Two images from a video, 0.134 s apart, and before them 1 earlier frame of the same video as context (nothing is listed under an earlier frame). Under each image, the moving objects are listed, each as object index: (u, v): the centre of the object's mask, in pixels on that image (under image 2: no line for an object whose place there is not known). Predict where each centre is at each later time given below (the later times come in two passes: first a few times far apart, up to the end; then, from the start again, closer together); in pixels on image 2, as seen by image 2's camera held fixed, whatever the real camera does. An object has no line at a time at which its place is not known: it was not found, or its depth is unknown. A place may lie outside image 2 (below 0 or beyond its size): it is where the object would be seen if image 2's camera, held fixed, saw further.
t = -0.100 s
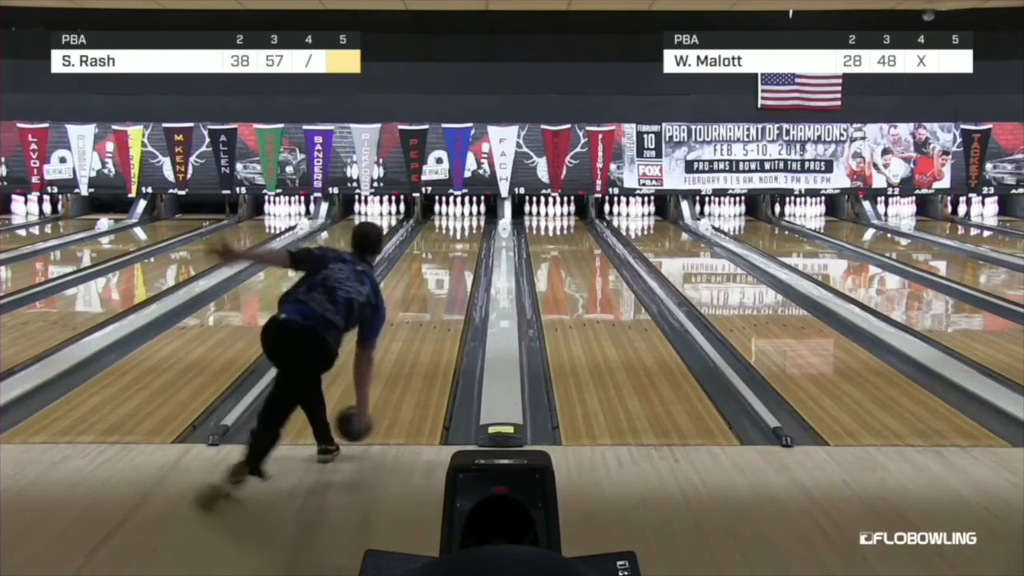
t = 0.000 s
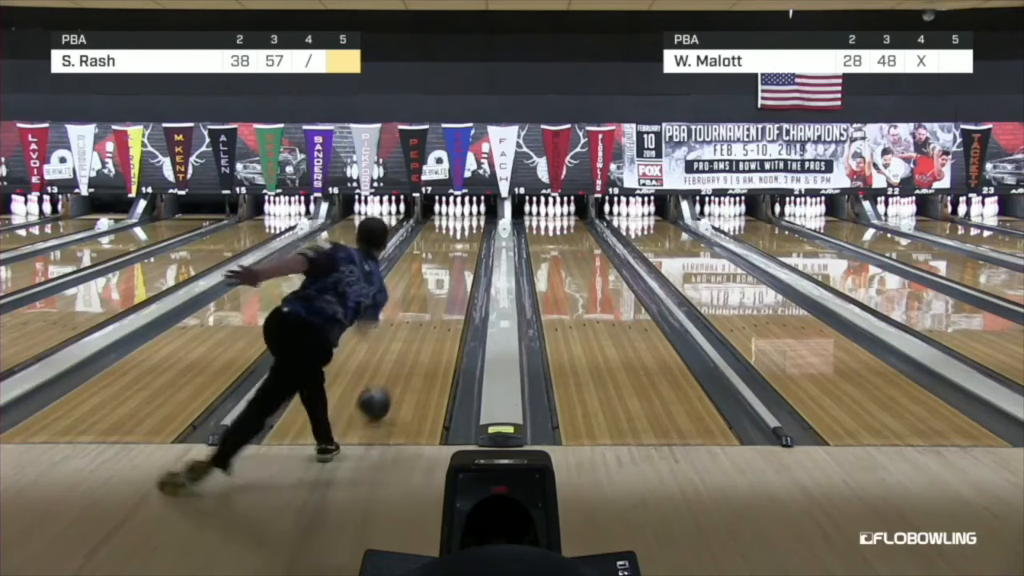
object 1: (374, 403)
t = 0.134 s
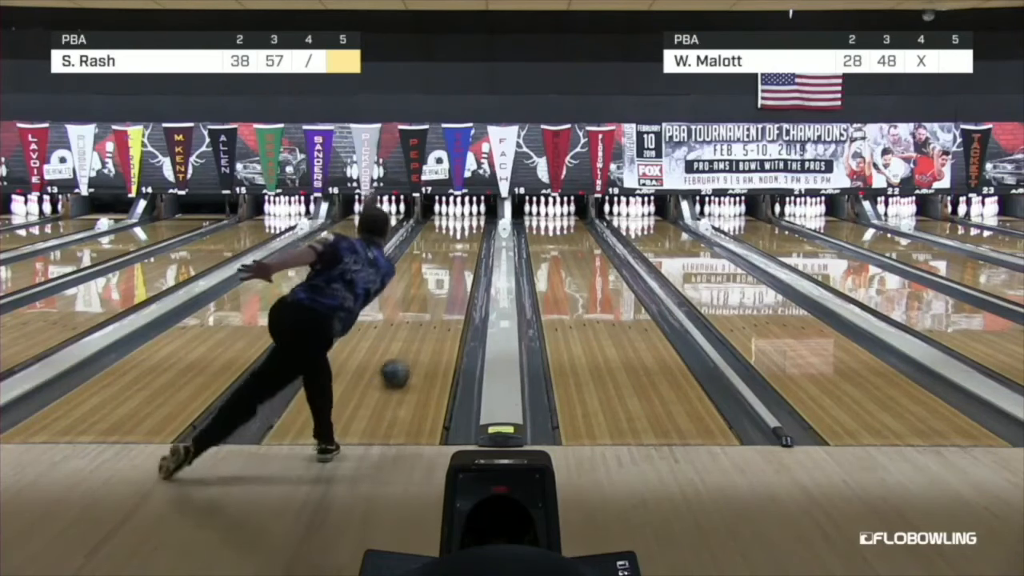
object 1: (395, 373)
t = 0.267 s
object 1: (411, 347)
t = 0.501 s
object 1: (432, 313)
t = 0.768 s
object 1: (449, 284)
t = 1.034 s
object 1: (460, 263)
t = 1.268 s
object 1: (468, 249)
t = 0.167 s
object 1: (399, 366)
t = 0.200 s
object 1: (403, 360)
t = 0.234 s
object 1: (407, 353)
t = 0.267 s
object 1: (411, 347)
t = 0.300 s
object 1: (414, 341)
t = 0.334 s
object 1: (418, 335)
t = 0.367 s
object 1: (421, 331)
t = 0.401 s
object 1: (423, 326)
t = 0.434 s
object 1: (427, 321)
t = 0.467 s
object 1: (429, 317)
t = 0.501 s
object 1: (432, 313)
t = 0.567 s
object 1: (438, 304)
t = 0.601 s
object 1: (439, 301)
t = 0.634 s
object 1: (441, 297)
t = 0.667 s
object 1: (443, 294)
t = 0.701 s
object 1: (445, 290)
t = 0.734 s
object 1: (447, 287)
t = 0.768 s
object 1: (449, 284)
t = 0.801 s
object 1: (450, 281)
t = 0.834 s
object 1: (452, 278)
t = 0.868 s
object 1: (453, 276)
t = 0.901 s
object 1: (455, 274)
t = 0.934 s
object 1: (456, 271)
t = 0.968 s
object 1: (457, 269)
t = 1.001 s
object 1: (459, 265)
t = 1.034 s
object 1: (460, 263)
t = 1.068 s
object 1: (462, 261)
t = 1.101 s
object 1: (463, 258)
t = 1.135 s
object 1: (464, 257)
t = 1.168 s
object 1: (465, 254)
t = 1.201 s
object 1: (466, 252)
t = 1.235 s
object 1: (467, 251)
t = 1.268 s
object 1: (468, 249)
